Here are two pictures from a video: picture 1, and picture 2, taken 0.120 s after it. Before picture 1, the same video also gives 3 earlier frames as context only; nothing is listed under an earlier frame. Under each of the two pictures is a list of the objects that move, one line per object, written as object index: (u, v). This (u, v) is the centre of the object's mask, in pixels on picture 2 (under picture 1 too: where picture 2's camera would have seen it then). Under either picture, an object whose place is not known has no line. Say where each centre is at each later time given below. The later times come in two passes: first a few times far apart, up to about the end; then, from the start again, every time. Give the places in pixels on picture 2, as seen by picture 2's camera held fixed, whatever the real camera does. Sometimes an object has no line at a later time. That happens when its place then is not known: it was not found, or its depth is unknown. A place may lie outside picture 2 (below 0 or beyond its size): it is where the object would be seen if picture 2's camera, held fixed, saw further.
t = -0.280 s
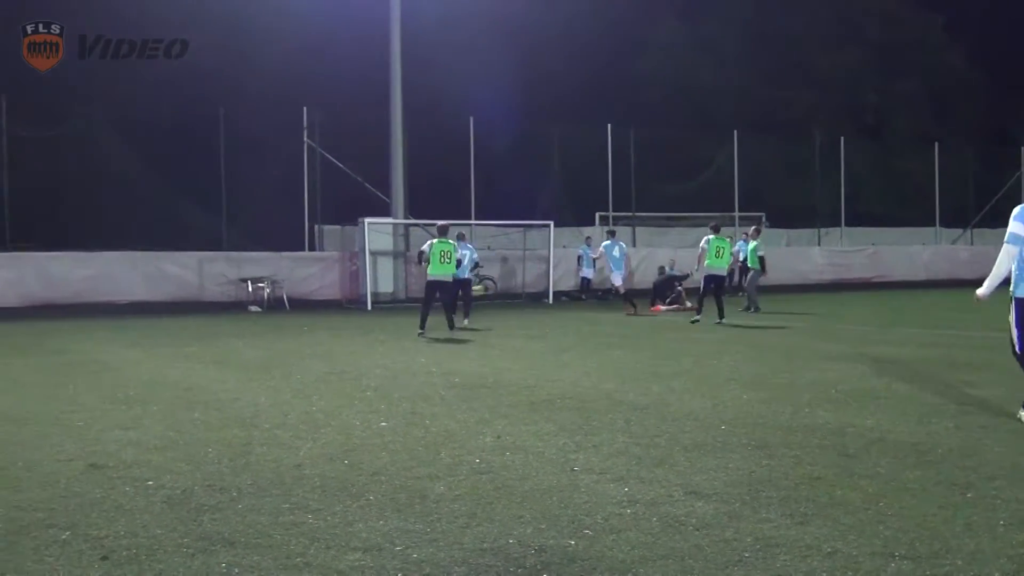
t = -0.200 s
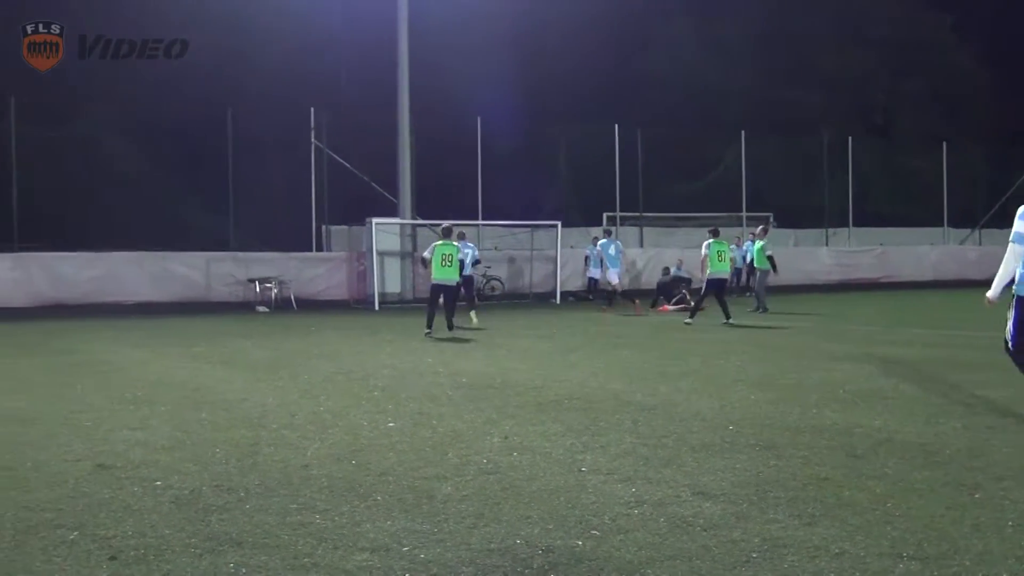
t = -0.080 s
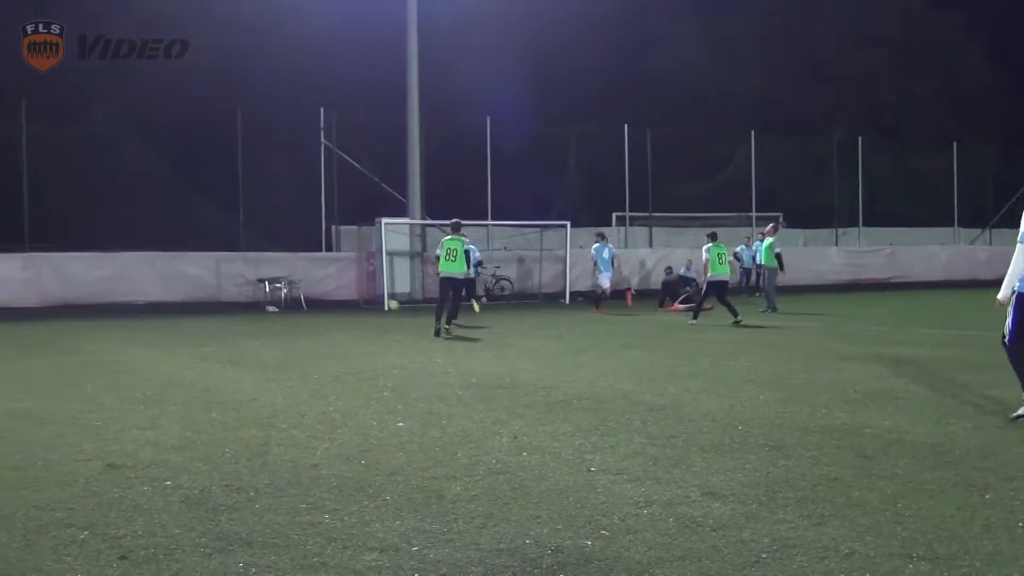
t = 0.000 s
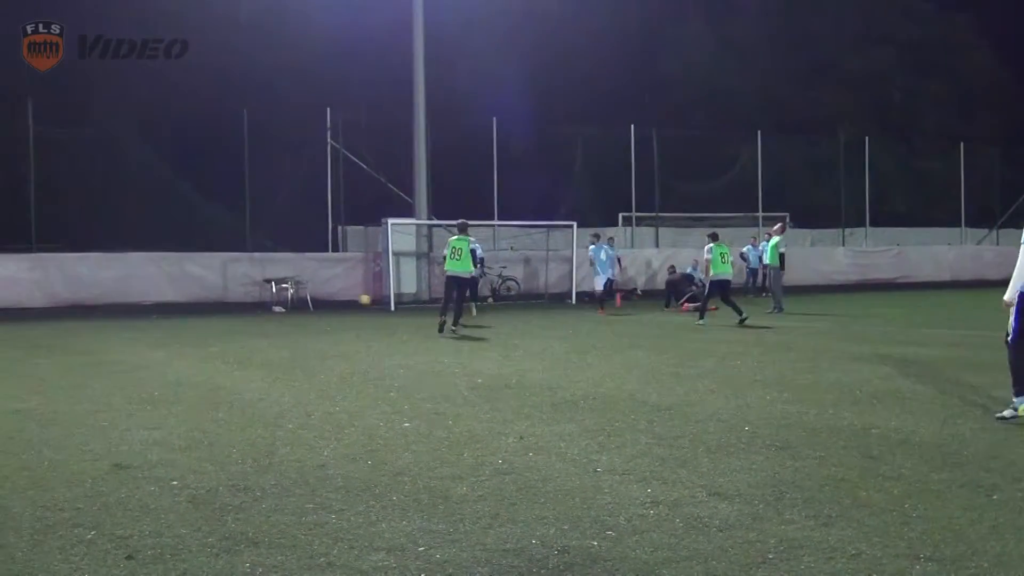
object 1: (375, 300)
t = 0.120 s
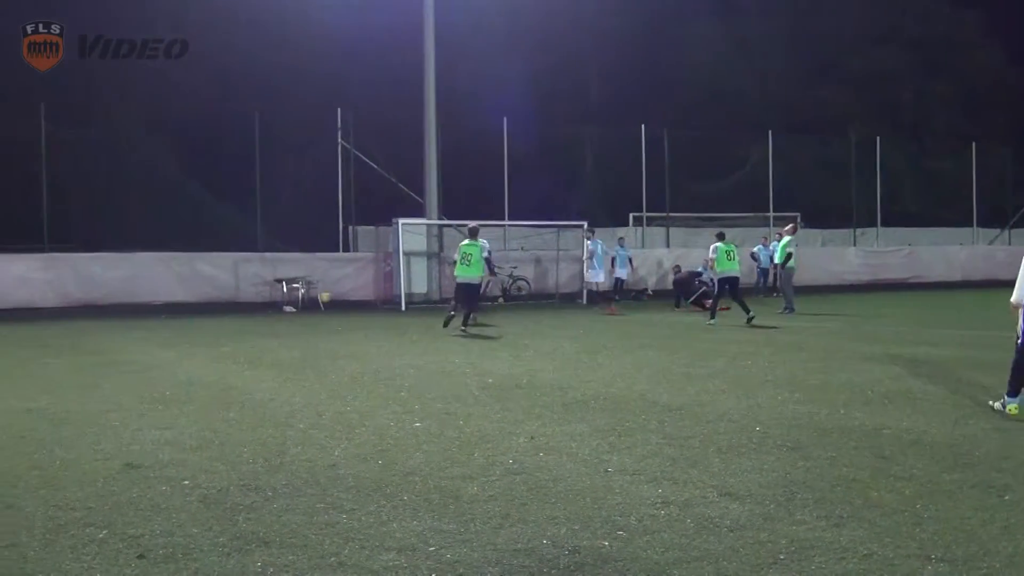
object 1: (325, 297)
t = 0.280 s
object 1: (260, 305)
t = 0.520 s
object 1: (184, 301)
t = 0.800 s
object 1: (111, 301)
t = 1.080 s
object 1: (61, 303)
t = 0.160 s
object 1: (308, 298)
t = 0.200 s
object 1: (294, 300)
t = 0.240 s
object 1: (276, 302)
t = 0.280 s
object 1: (260, 305)
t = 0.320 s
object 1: (245, 308)
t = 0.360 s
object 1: (232, 307)
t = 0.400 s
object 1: (219, 304)
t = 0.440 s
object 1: (208, 302)
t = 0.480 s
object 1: (196, 301)
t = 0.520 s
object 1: (184, 301)
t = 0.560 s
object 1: (173, 300)
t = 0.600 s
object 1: (161, 301)
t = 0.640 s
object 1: (151, 303)
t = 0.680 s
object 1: (139, 306)
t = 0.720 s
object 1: (129, 305)
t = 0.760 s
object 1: (120, 303)
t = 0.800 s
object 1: (111, 301)
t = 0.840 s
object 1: (102, 300)
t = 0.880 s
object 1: (93, 299)
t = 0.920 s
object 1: (85, 300)
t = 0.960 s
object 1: (76, 301)
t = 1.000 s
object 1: (69, 301)
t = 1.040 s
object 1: (65, 302)
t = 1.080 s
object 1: (61, 303)
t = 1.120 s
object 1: (57, 304)
